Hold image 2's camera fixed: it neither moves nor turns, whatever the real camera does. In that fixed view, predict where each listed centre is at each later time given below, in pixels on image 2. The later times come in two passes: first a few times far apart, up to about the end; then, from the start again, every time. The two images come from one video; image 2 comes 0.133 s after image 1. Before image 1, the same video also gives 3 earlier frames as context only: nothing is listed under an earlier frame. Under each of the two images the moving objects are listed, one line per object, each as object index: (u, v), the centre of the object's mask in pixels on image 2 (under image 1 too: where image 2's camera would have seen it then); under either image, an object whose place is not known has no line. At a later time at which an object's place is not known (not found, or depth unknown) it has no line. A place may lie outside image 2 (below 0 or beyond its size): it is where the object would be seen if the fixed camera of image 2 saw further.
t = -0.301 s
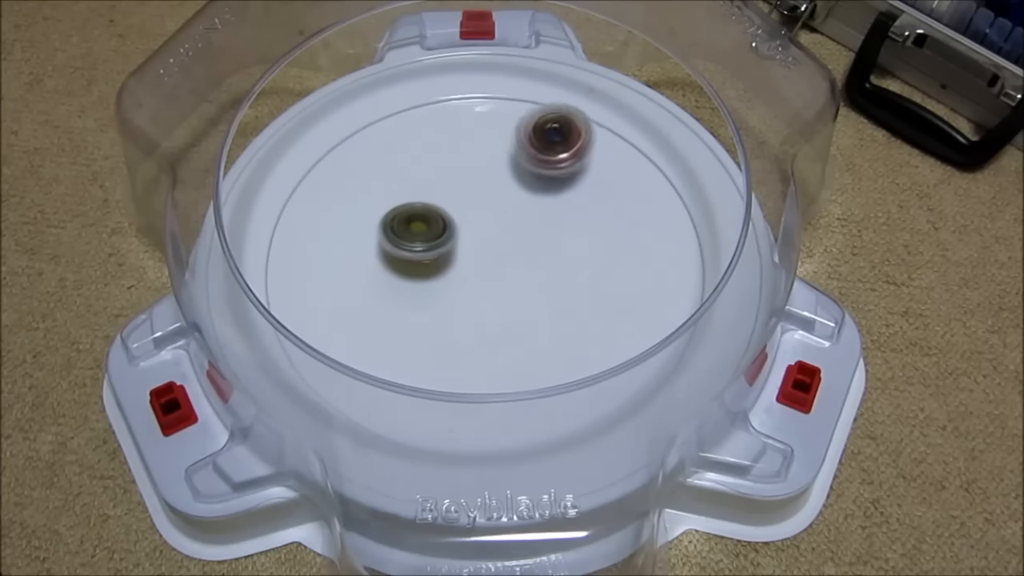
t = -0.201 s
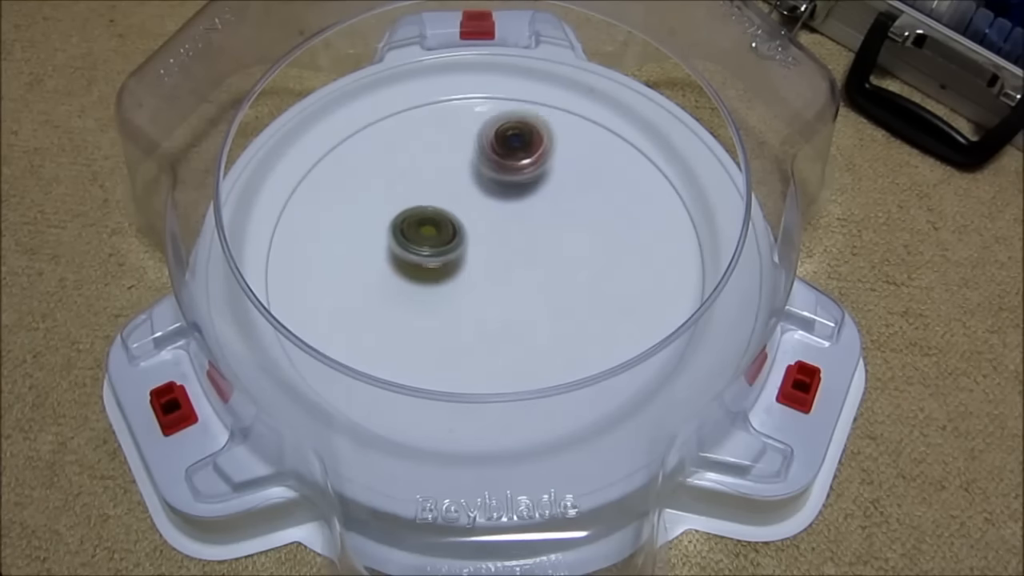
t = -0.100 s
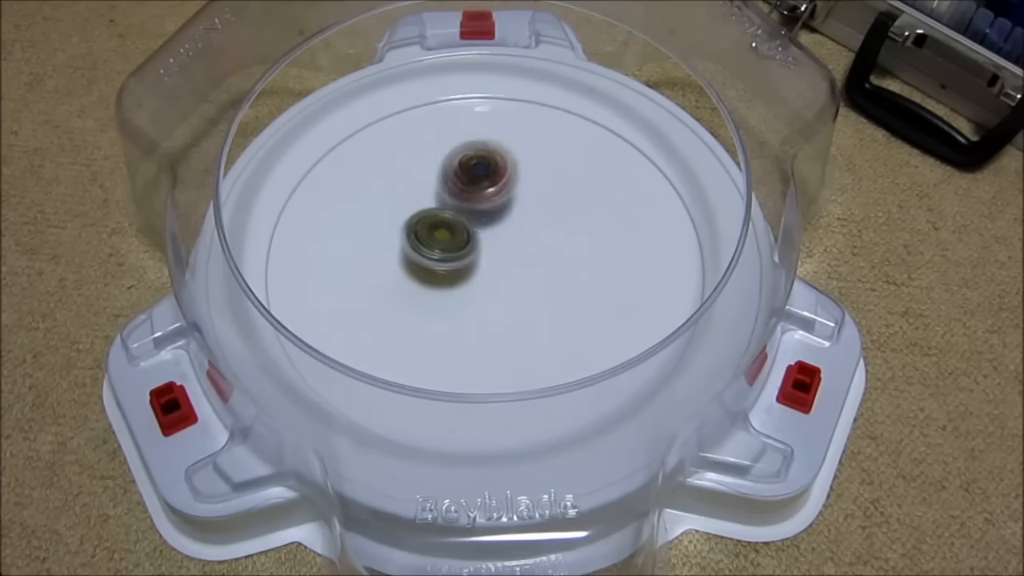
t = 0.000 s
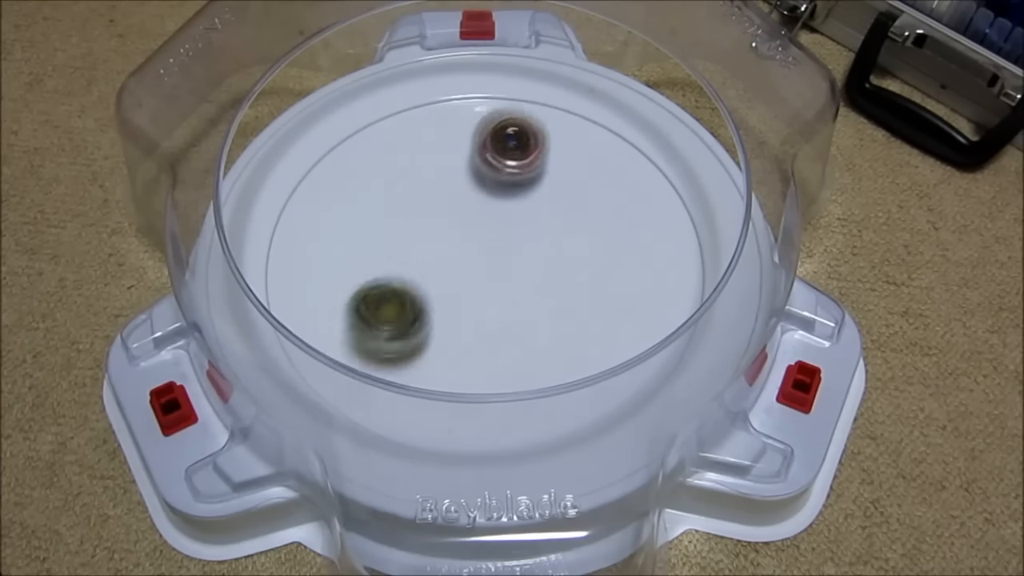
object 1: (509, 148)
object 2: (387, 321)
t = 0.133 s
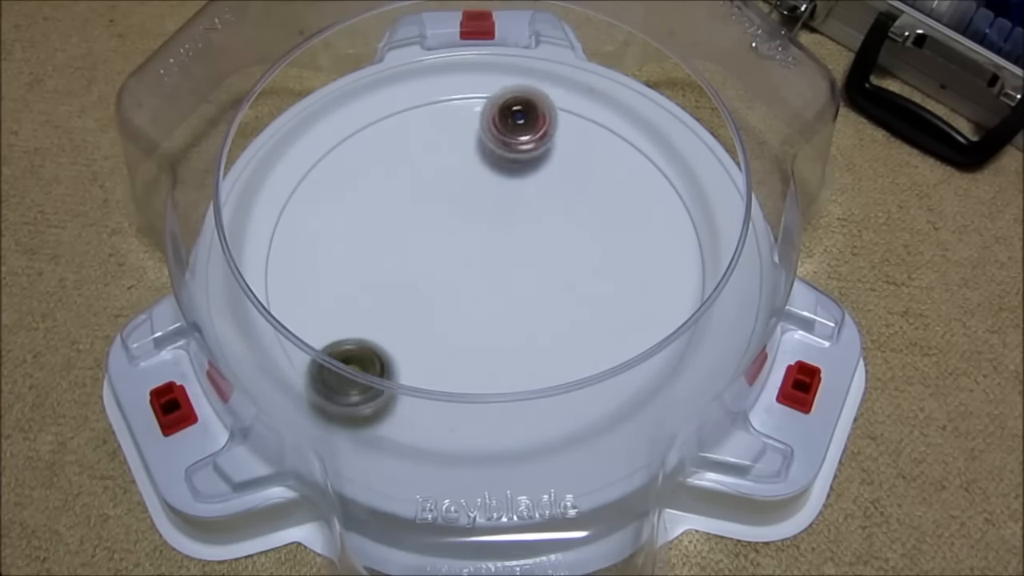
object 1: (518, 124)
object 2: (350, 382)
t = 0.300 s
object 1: (509, 151)
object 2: (379, 365)
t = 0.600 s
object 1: (534, 269)
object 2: (454, 309)
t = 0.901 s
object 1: (612, 308)
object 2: (466, 273)
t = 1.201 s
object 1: (538, 299)
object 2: (476, 244)
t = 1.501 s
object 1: (460, 304)
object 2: (471, 227)
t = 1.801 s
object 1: (394, 322)
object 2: (545, 158)
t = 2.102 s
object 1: (435, 287)
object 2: (521, 204)
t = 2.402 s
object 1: (422, 253)
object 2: (557, 200)
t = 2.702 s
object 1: (436, 215)
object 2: (536, 217)
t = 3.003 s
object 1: (417, 222)
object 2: (538, 221)
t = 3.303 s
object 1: (432, 252)
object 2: (560, 231)
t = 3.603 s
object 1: (456, 276)
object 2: (537, 239)
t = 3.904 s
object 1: (449, 279)
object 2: (545, 232)
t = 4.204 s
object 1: (454, 243)
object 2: (550, 229)
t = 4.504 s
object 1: (436, 191)
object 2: (561, 247)
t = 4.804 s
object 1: (443, 204)
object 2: (532, 243)
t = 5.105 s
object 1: (432, 190)
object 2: (541, 287)
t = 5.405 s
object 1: (437, 228)
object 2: (530, 274)
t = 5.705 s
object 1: (453, 243)
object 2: (545, 268)
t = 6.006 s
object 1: (474, 245)
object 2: (559, 270)
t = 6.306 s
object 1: (453, 223)
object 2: (531, 278)
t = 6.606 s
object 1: (496, 223)
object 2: (443, 259)
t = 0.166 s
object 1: (516, 124)
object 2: (352, 383)
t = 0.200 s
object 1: (514, 127)
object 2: (356, 382)
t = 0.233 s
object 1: (511, 133)
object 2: (361, 382)
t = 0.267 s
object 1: (510, 141)
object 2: (370, 372)
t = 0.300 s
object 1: (509, 151)
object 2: (379, 365)
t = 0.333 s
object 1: (507, 166)
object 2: (390, 362)
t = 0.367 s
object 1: (508, 178)
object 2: (401, 351)
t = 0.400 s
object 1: (509, 191)
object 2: (409, 348)
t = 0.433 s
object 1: (510, 204)
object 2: (417, 344)
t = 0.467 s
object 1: (513, 218)
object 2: (426, 337)
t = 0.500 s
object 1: (516, 232)
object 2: (435, 330)
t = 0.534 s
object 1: (520, 246)
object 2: (443, 323)
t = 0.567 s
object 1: (524, 259)
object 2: (452, 315)
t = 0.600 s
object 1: (534, 269)
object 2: (454, 309)
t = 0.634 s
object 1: (551, 276)
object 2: (449, 304)
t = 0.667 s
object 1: (563, 284)
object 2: (446, 299)
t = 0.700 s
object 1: (574, 289)
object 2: (446, 296)
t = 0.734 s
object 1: (584, 296)
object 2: (448, 291)
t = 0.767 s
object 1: (593, 301)
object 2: (451, 287)
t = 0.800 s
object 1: (599, 308)
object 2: (455, 283)
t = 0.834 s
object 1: (605, 310)
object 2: (459, 280)
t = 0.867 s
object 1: (611, 308)
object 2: (462, 277)
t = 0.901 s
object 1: (612, 308)
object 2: (466, 273)
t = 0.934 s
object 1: (611, 306)
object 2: (469, 270)
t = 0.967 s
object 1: (607, 305)
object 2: (471, 268)
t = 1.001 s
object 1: (599, 305)
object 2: (474, 265)
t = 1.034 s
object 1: (592, 300)
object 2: (476, 262)
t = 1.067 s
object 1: (582, 299)
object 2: (478, 260)
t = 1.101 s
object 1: (571, 296)
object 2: (480, 258)
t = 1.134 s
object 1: (558, 294)
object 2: (482, 256)
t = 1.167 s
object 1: (548, 296)
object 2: (479, 251)
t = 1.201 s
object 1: (538, 299)
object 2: (476, 244)
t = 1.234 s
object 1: (528, 301)
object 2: (473, 239)
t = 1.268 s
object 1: (517, 308)
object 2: (471, 233)
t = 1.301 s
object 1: (508, 309)
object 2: (470, 230)
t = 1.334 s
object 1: (500, 306)
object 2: (469, 228)
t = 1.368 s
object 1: (492, 306)
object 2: (469, 226)
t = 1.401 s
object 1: (482, 306)
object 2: (469, 225)
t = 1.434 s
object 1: (474, 306)
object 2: (470, 225)
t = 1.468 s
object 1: (465, 305)
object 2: (470, 225)
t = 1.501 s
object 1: (460, 304)
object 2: (471, 227)
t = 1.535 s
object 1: (455, 301)
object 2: (472, 227)
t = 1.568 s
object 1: (451, 297)
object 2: (474, 227)
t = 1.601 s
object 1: (447, 293)
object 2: (476, 228)
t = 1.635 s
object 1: (439, 291)
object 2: (481, 226)
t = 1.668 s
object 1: (421, 304)
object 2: (497, 206)
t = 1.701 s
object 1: (410, 312)
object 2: (512, 189)
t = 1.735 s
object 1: (403, 317)
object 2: (526, 172)
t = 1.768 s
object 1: (398, 320)
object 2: (537, 163)
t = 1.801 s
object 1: (394, 322)
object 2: (545, 158)
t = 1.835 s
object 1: (391, 324)
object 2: (548, 158)
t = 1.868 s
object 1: (391, 325)
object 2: (549, 161)
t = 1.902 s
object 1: (394, 322)
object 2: (547, 166)
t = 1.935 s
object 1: (398, 319)
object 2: (544, 172)
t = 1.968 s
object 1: (403, 314)
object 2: (539, 181)
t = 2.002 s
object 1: (409, 310)
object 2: (535, 187)
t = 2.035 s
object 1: (417, 305)
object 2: (530, 193)
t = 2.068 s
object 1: (427, 296)
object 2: (526, 199)
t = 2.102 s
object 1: (435, 287)
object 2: (521, 204)
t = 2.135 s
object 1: (445, 278)
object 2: (517, 209)
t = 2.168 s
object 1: (452, 270)
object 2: (514, 213)
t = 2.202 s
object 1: (451, 264)
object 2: (517, 212)
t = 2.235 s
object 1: (439, 264)
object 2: (530, 204)
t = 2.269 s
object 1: (429, 263)
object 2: (542, 198)
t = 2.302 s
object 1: (425, 263)
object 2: (551, 196)
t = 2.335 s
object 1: (425, 259)
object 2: (557, 195)
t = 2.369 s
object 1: (423, 254)
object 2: (558, 197)
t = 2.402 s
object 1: (422, 253)
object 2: (557, 200)
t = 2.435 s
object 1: (425, 250)
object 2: (554, 202)
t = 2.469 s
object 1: (426, 244)
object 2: (550, 205)
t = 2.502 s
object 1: (426, 241)
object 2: (546, 207)
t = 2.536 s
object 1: (431, 240)
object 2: (543, 209)
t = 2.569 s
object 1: (434, 231)
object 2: (539, 211)
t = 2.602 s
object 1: (435, 228)
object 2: (535, 213)
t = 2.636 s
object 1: (441, 225)
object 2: (532, 215)
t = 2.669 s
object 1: (445, 220)
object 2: (529, 216)
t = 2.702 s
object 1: (436, 215)
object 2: (536, 217)
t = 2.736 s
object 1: (429, 212)
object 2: (546, 216)
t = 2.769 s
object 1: (423, 208)
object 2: (550, 218)
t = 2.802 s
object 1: (417, 208)
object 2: (551, 221)
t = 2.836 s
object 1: (415, 207)
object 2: (549, 223)
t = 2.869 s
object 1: (410, 207)
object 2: (546, 224)
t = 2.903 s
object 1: (408, 211)
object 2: (543, 224)
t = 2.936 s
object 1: (411, 213)
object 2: (541, 224)
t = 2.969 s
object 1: (411, 215)
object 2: (539, 223)
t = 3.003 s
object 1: (417, 222)
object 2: (538, 221)
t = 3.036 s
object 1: (423, 224)
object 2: (535, 226)
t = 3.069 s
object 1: (428, 228)
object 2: (534, 226)
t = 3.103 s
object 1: (438, 236)
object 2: (532, 225)
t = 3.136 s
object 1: (446, 235)
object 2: (531, 225)
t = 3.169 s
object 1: (441, 239)
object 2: (540, 225)
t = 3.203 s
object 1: (437, 241)
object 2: (552, 225)
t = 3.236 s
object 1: (432, 244)
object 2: (558, 226)
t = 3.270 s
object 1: (433, 250)
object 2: (560, 228)
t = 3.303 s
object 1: (432, 252)
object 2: (560, 231)
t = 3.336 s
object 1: (435, 259)
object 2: (556, 234)
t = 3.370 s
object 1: (439, 260)
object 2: (552, 237)
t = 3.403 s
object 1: (443, 266)
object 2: (547, 239)
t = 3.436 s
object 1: (450, 265)
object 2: (542, 241)
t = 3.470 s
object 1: (455, 269)
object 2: (538, 242)
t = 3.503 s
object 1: (459, 270)
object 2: (536, 241)
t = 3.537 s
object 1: (456, 272)
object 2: (538, 240)
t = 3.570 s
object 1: (458, 275)
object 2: (538, 239)
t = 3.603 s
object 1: (456, 276)
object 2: (537, 239)
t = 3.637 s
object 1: (460, 280)
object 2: (536, 239)
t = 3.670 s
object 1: (460, 278)
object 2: (535, 240)
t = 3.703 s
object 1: (464, 280)
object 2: (535, 239)
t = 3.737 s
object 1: (465, 278)
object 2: (536, 235)
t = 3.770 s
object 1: (459, 280)
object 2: (542, 234)
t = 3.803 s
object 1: (456, 280)
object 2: (547, 231)
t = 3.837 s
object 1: (453, 281)
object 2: (548, 232)
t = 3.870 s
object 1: (451, 280)
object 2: (547, 232)
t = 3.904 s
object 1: (449, 279)
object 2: (545, 232)
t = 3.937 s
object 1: (449, 274)
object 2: (544, 231)
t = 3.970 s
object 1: (449, 273)
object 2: (543, 232)
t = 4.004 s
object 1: (450, 268)
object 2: (542, 232)
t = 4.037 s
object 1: (452, 266)
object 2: (541, 232)
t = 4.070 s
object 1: (453, 260)
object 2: (540, 231)
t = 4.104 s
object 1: (457, 256)
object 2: (539, 231)
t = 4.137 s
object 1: (458, 250)
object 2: (539, 230)
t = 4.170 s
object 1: (454, 248)
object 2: (545, 228)
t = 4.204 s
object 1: (454, 243)
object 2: (550, 229)
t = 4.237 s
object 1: (457, 237)
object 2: (551, 230)
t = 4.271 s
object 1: (459, 230)
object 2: (549, 231)
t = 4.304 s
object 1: (462, 227)
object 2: (547, 232)
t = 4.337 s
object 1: (462, 221)
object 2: (547, 233)
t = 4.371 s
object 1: (456, 217)
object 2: (553, 236)
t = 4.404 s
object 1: (447, 208)
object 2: (561, 241)
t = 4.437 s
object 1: (445, 200)
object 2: (564, 244)
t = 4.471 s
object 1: (439, 197)
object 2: (564, 246)
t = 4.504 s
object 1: (436, 191)
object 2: (561, 247)
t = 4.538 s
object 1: (436, 188)
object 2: (558, 247)
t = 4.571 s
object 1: (432, 185)
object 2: (555, 247)
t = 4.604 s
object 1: (433, 183)
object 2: (551, 246)
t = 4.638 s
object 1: (431, 185)
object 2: (548, 245)
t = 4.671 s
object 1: (434, 183)
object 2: (544, 244)
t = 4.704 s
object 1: (436, 189)
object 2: (541, 244)
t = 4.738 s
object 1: (438, 190)
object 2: (538, 244)
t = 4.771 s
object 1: (442, 195)
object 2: (535, 243)
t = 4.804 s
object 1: (443, 204)
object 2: (532, 243)
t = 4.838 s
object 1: (450, 210)
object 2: (529, 243)
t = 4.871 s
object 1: (452, 217)
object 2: (526, 242)
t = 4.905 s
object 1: (447, 214)
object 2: (528, 251)
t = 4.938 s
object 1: (442, 207)
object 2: (537, 265)
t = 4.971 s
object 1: (436, 200)
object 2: (542, 275)
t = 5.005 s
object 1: (432, 195)
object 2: (545, 283)
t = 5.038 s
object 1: (433, 192)
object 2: (545, 287)
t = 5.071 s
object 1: (432, 191)
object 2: (544, 287)
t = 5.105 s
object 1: (432, 190)
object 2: (541, 287)
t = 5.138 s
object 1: (434, 191)
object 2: (539, 290)
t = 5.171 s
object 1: (435, 194)
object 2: (537, 287)
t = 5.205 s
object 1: (434, 197)
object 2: (537, 282)
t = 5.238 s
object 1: (434, 200)
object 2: (535, 284)
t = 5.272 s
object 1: (432, 206)
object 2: (534, 282)
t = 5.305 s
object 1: (431, 210)
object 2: (533, 280)
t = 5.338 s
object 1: (432, 215)
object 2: (532, 279)
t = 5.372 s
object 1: (435, 222)
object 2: (531, 276)
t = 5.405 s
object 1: (437, 228)
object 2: (530, 274)
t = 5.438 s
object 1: (437, 234)
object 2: (529, 272)
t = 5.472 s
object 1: (440, 236)
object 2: (529, 270)
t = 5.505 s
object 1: (444, 238)
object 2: (529, 268)
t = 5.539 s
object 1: (445, 240)
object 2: (528, 266)
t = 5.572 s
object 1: (448, 241)
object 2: (529, 264)
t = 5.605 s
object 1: (455, 243)
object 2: (529, 262)
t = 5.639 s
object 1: (457, 245)
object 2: (528, 261)
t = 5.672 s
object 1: (457, 244)
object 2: (537, 266)
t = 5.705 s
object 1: (453, 243)
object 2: (545, 268)
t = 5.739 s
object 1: (451, 239)
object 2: (552, 268)
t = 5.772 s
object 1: (451, 239)
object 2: (557, 268)
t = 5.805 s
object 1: (452, 239)
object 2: (560, 268)
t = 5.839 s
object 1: (454, 241)
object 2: (561, 268)
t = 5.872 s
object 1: (457, 243)
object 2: (561, 268)
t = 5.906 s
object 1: (461, 245)
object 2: (560, 268)
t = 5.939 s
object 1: (466, 245)
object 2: (559, 267)
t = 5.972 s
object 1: (472, 247)
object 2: (556, 267)
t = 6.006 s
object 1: (474, 245)
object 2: (559, 270)
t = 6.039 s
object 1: (471, 240)
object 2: (564, 274)
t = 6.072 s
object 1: (468, 235)
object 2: (565, 276)
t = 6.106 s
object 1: (464, 229)
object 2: (563, 275)
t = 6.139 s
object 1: (460, 226)
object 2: (560, 276)
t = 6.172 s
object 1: (456, 225)
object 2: (556, 276)
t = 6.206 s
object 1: (454, 224)
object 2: (551, 277)
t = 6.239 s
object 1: (453, 223)
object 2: (545, 279)
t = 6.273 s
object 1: (452, 223)
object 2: (538, 279)
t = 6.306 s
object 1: (453, 223)
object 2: (531, 278)
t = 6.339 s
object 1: (455, 224)
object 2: (522, 278)
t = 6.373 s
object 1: (458, 225)
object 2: (512, 277)
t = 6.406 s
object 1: (461, 225)
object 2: (501, 276)
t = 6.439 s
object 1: (465, 224)
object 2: (490, 275)
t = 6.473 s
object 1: (470, 223)
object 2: (477, 274)
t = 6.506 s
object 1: (476, 221)
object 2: (466, 271)
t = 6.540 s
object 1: (483, 220)
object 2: (457, 268)
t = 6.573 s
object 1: (490, 221)
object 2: (449, 263)
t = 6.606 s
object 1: (496, 223)
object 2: (443, 259)
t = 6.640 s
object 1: (501, 225)
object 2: (438, 253)
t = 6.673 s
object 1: (506, 226)
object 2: (435, 248)
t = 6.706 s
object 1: (510, 229)
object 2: (432, 241)
